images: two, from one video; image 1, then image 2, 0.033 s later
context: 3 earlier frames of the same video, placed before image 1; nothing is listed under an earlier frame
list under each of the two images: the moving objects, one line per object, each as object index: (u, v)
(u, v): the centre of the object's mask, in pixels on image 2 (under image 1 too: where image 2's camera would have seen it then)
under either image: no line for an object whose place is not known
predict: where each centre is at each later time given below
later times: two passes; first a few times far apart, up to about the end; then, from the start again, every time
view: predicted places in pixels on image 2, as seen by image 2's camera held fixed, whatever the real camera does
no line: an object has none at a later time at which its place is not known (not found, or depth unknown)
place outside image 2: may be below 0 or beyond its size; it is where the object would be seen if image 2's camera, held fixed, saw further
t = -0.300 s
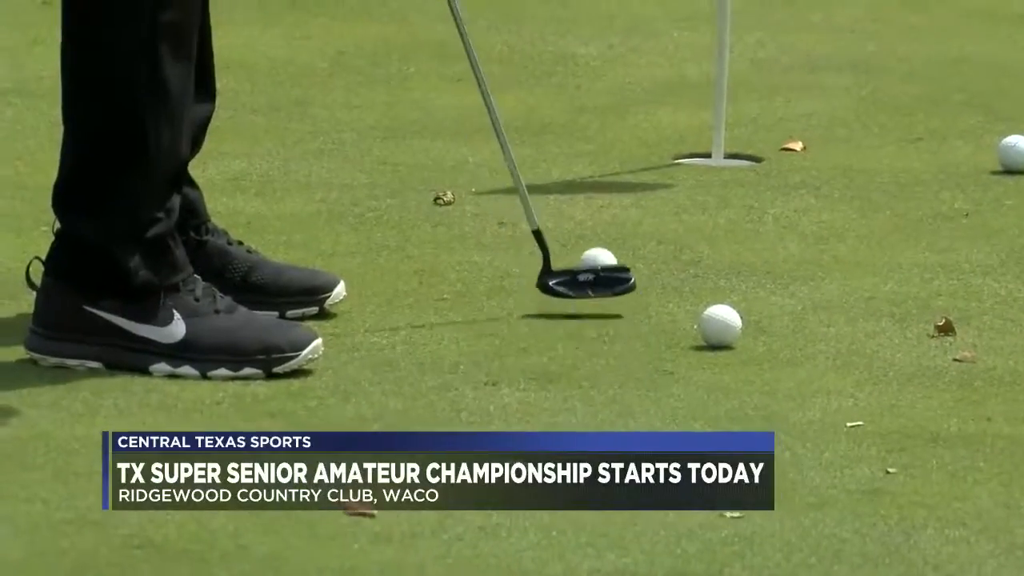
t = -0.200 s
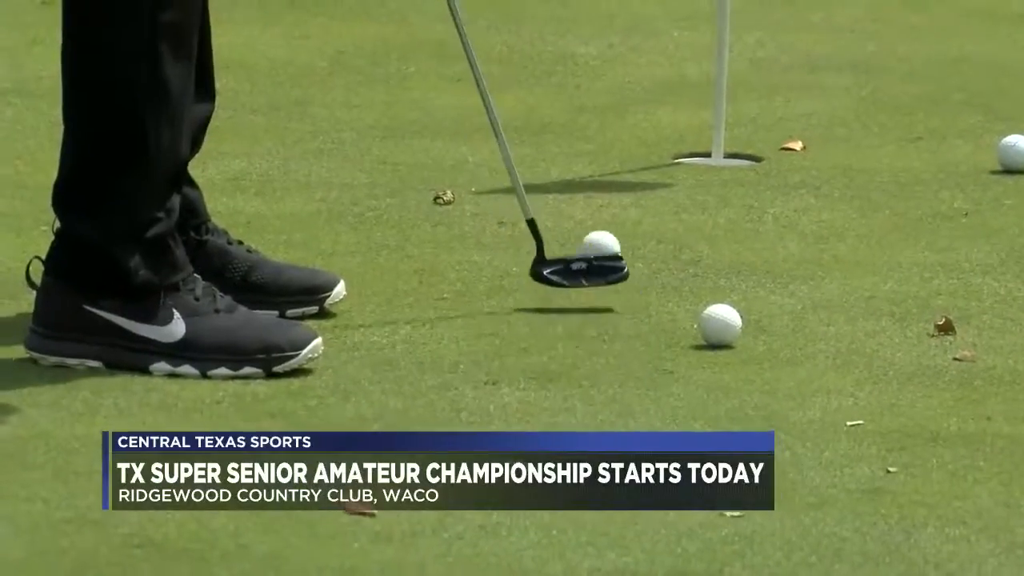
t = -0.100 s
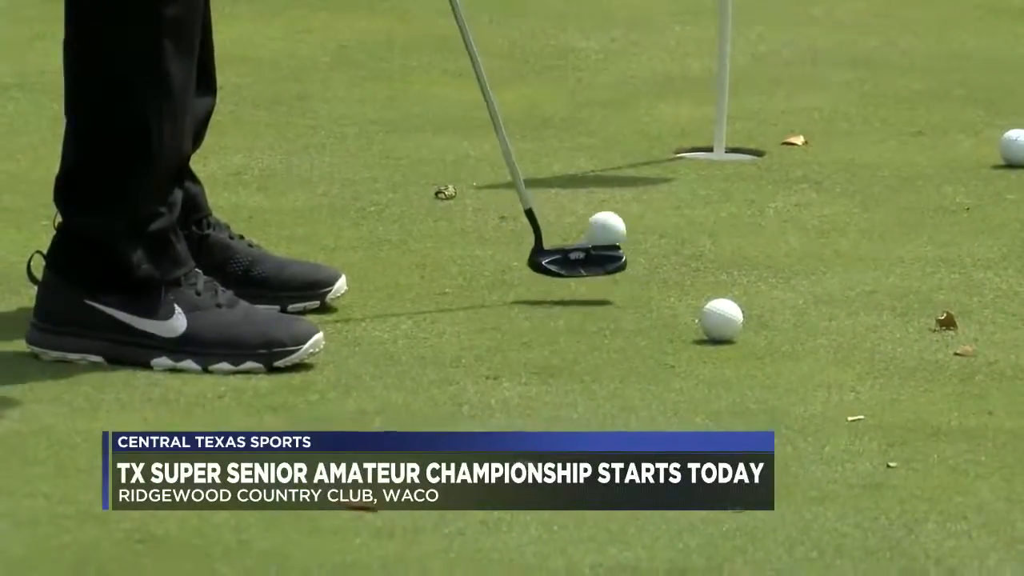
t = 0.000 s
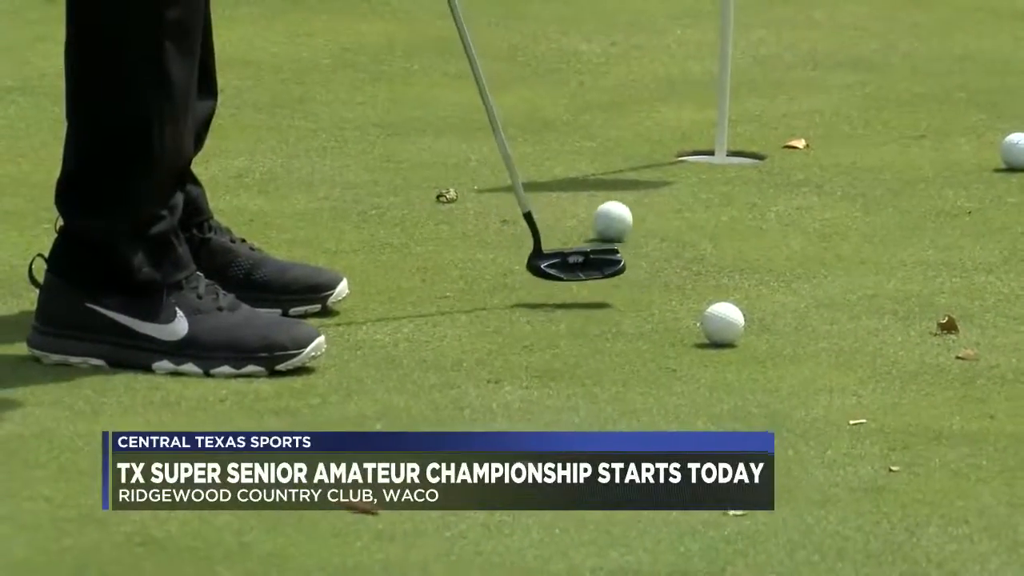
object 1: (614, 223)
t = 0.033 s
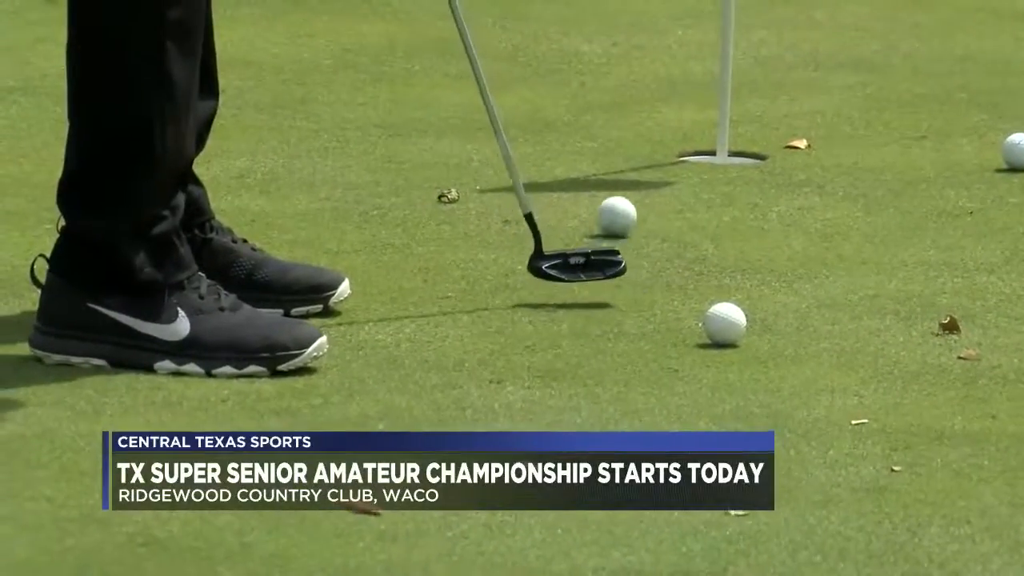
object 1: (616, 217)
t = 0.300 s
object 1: (640, 185)
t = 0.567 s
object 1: (670, 159)
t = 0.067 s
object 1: (619, 213)
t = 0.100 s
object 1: (622, 208)
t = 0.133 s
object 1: (625, 204)
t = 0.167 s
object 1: (628, 200)
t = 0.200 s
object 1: (631, 196)
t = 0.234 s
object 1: (634, 193)
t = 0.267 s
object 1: (637, 188)
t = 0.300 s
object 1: (640, 185)
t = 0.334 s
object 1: (643, 181)
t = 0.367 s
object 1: (646, 178)
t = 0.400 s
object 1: (648, 175)
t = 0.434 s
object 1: (654, 170)
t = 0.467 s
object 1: (657, 168)
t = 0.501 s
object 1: (661, 165)
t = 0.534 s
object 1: (666, 162)
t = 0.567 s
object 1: (670, 159)
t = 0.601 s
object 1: (674, 156)
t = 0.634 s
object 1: (678, 153)
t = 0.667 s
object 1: (682, 151)
